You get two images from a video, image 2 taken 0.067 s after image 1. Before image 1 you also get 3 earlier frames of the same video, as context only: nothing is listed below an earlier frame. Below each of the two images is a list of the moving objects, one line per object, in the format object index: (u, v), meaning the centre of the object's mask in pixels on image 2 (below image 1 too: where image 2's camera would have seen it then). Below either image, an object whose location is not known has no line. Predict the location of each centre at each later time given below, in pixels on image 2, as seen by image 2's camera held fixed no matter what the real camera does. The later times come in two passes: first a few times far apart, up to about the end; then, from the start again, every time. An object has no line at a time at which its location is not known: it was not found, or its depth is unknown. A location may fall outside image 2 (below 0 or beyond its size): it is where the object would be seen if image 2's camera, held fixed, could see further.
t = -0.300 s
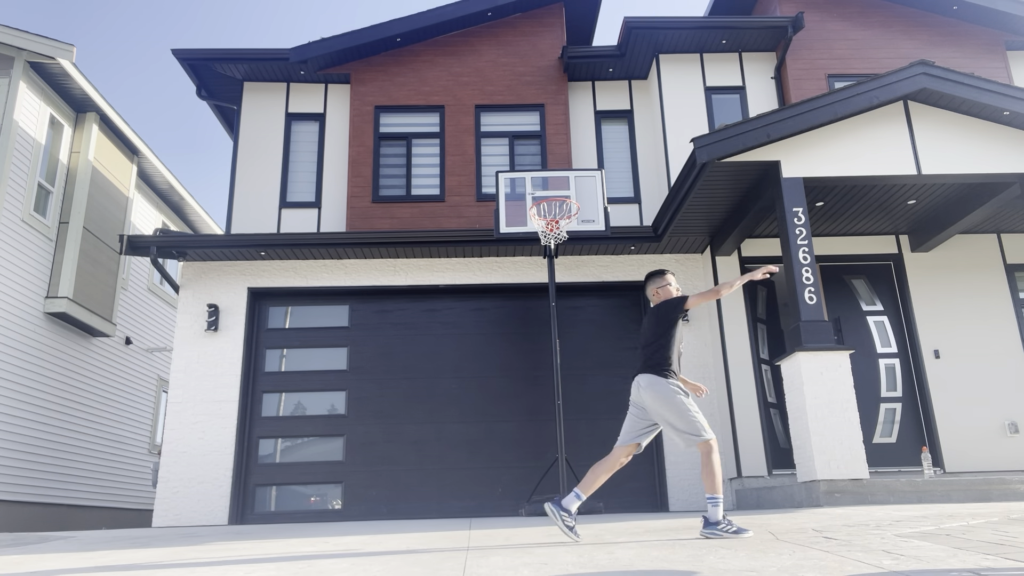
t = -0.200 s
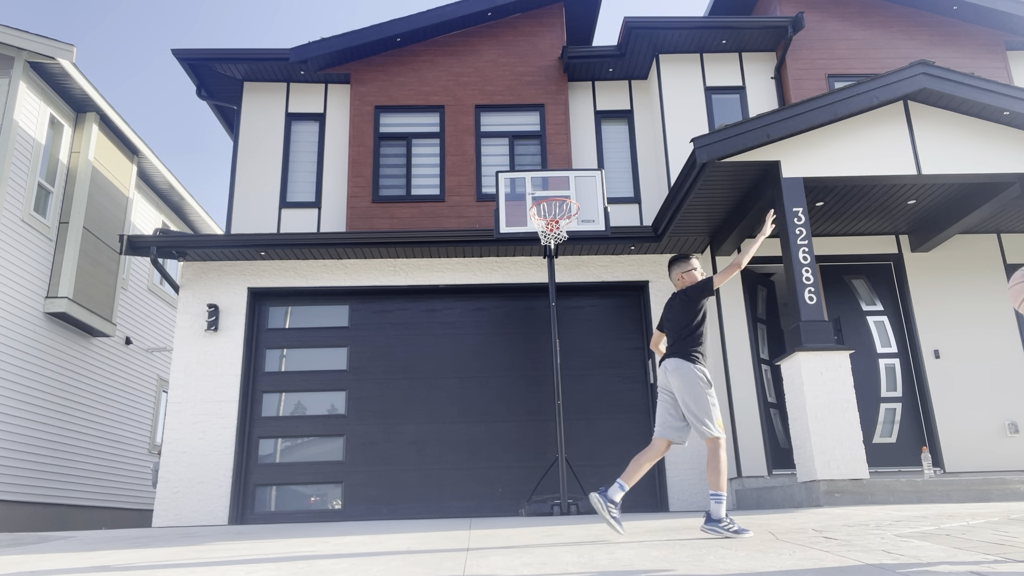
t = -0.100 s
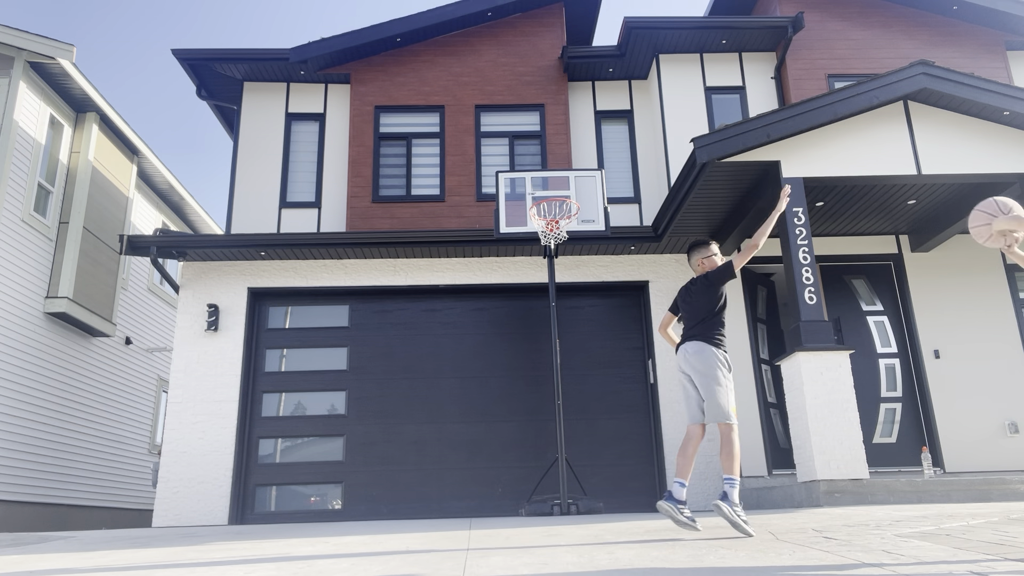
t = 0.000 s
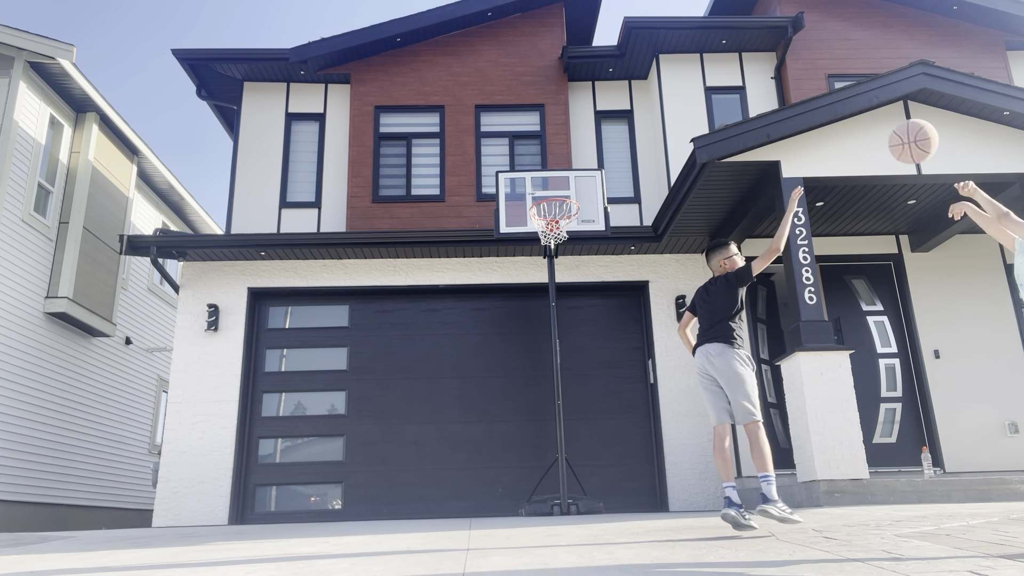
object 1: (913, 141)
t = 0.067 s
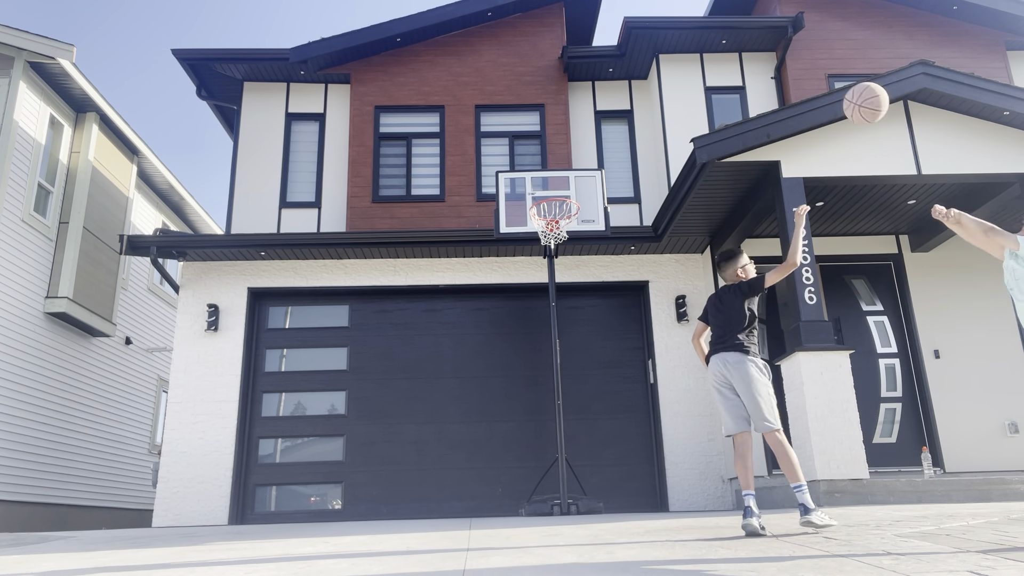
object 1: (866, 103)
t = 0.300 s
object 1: (751, 46)
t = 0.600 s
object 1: (662, 75)
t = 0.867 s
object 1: (610, 157)
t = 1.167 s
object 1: (583, 257)
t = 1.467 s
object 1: (567, 431)
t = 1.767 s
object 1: (539, 362)
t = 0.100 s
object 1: (845, 88)
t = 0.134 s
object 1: (826, 77)
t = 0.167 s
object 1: (809, 67)
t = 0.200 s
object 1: (793, 59)
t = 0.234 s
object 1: (778, 53)
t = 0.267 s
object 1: (764, 49)
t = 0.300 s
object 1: (751, 46)
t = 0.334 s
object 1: (739, 45)
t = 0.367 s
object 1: (728, 45)
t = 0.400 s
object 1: (717, 46)
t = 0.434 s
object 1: (707, 48)
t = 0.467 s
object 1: (697, 52)
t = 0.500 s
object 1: (687, 56)
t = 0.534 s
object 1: (679, 61)
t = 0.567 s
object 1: (670, 68)
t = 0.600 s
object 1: (662, 75)
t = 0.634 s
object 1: (655, 82)
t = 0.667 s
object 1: (647, 91)
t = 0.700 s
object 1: (641, 100)
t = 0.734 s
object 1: (634, 110)
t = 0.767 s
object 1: (628, 121)
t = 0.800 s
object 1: (622, 132)
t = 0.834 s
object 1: (617, 144)
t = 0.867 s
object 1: (610, 157)
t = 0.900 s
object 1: (605, 171)
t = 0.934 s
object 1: (600, 185)
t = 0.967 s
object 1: (596, 200)
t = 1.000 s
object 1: (593, 208)
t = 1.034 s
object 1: (591, 216)
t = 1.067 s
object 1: (588, 225)
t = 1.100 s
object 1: (586, 235)
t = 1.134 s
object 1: (585, 245)
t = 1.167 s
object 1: (583, 257)
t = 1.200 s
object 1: (581, 272)
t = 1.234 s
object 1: (579, 286)
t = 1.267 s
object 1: (578, 302)
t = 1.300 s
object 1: (576, 319)
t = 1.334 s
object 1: (574, 338)
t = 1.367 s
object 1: (572, 359)
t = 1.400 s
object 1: (570, 381)
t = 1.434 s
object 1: (568, 405)
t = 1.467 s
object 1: (567, 431)
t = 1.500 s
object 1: (565, 458)
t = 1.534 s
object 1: (564, 487)
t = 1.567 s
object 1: (561, 498)
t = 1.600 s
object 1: (557, 472)
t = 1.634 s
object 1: (554, 447)
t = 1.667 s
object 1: (550, 424)
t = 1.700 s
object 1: (546, 402)
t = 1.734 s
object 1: (543, 381)
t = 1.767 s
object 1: (539, 362)
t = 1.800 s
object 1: (536, 345)
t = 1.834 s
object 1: (532, 328)
